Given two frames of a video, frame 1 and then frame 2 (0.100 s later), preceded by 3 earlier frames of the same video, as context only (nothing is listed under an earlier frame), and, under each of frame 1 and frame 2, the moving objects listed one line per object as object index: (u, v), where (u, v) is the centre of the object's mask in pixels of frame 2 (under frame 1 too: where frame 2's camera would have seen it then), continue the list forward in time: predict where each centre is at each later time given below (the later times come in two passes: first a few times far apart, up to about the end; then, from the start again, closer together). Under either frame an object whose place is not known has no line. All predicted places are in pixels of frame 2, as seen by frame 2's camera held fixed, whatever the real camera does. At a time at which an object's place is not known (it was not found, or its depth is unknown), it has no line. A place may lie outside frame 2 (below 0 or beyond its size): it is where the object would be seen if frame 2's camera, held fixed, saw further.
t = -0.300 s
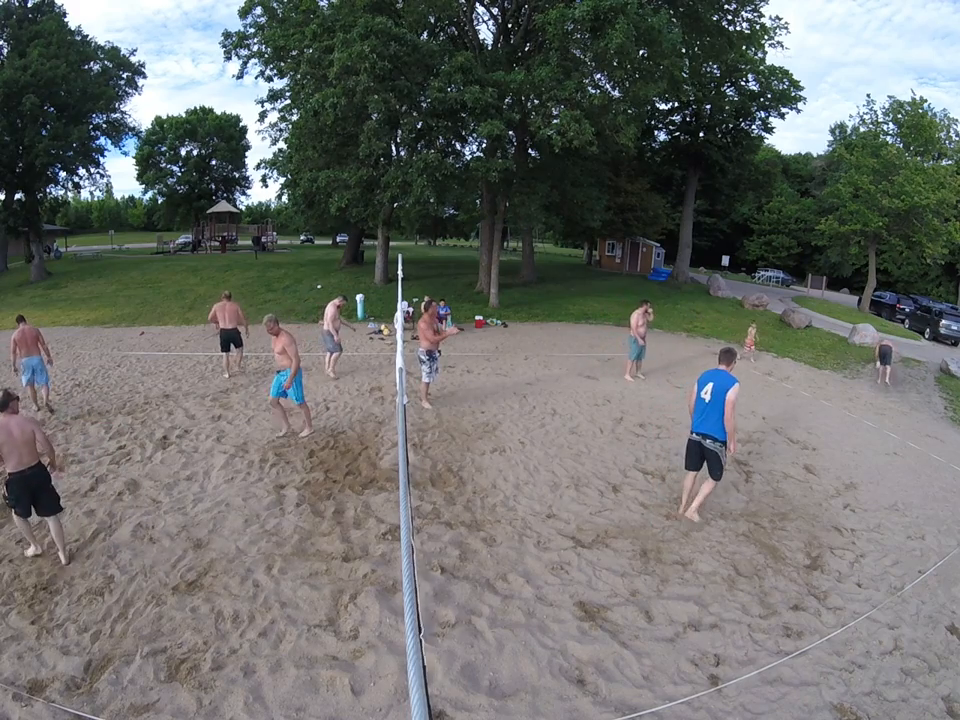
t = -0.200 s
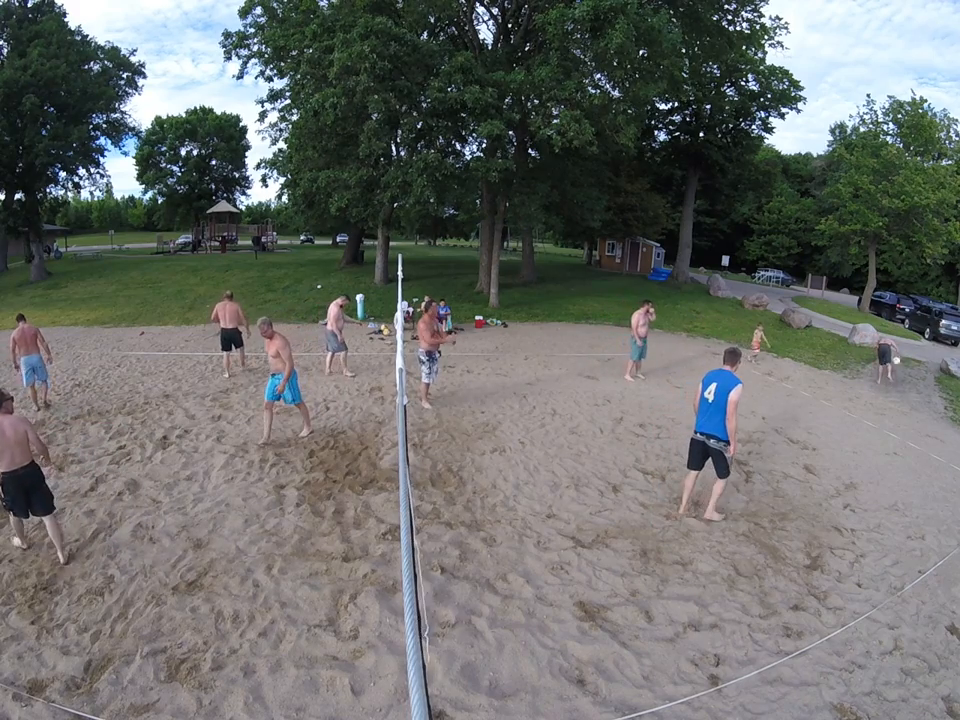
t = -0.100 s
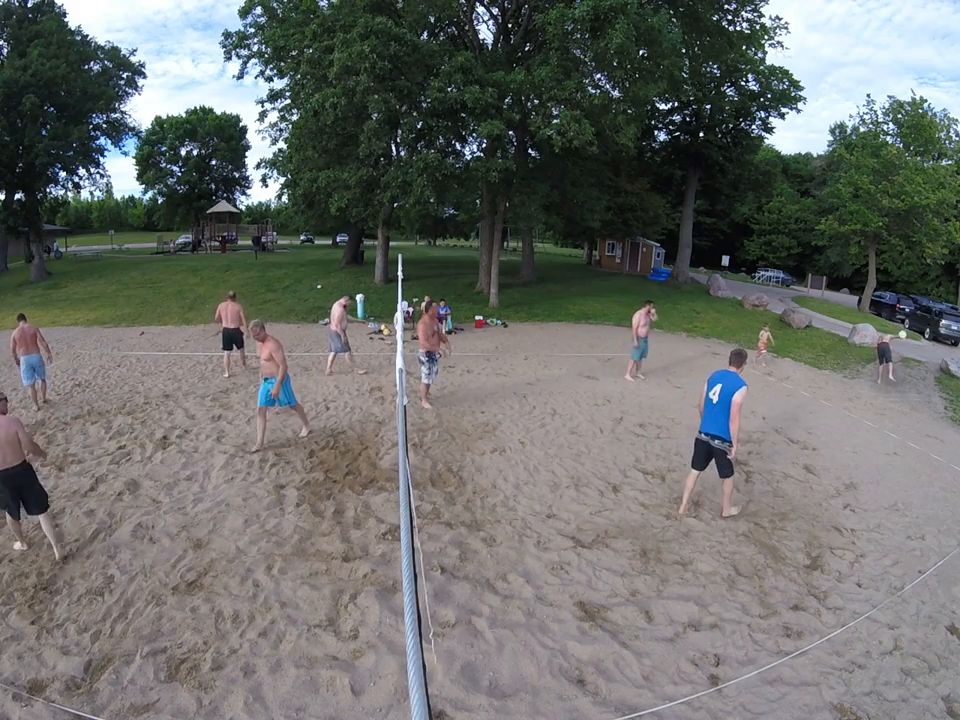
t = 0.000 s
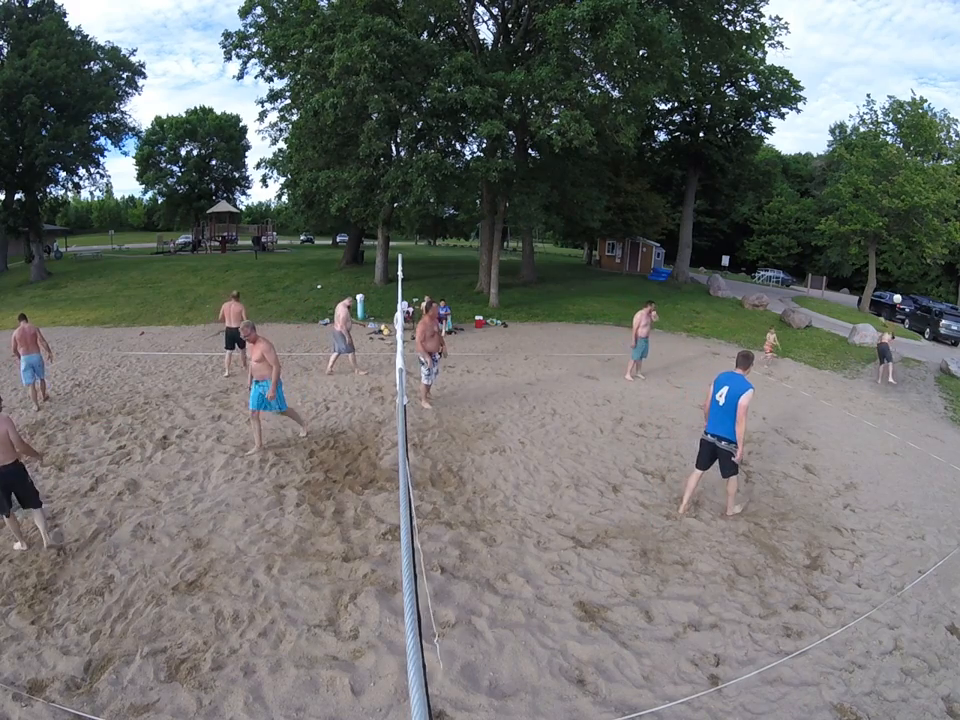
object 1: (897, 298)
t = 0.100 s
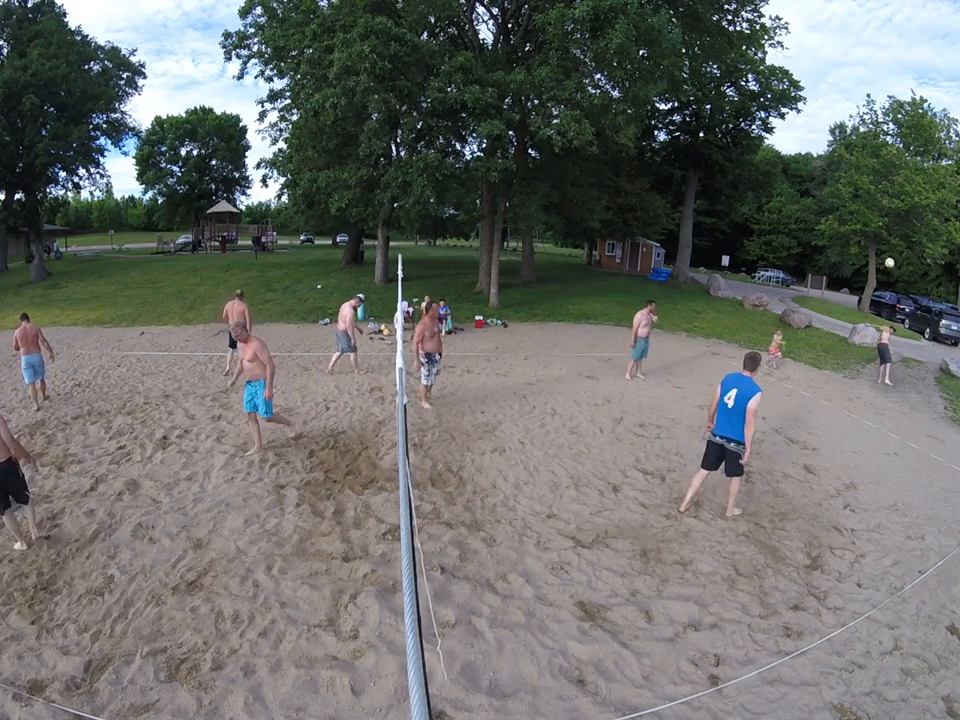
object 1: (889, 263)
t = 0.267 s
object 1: (869, 204)
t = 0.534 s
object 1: (821, 122)
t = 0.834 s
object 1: (738, 52)
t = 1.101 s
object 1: (628, 26)
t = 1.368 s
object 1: (463, 69)
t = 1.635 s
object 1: (233, 259)
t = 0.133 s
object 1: (886, 250)
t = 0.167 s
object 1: (882, 239)
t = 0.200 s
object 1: (878, 227)
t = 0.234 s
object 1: (874, 216)
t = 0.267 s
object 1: (869, 204)
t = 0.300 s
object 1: (865, 193)
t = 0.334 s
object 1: (859, 183)
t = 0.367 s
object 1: (853, 172)
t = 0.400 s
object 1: (848, 162)
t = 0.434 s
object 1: (841, 151)
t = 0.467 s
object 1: (834, 141)
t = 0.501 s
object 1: (828, 131)
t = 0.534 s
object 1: (821, 122)
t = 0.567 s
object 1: (813, 114)
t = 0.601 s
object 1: (804, 104)
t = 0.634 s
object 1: (796, 95)
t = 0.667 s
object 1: (788, 87)
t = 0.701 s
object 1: (779, 79)
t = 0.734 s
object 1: (769, 71)
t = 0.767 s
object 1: (759, 65)
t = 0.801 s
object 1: (748, 57)
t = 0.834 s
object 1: (738, 52)
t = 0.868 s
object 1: (727, 47)
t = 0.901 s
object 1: (714, 41)
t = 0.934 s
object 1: (701, 37)
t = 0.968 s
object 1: (688, 34)
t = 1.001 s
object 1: (675, 31)
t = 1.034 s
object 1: (660, 29)
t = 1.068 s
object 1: (645, 27)
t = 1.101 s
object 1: (628, 26)
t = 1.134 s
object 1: (611, 26)
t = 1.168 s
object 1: (593, 28)
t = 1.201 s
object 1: (575, 31)
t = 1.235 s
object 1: (554, 35)
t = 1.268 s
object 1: (533, 41)
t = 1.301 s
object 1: (511, 49)
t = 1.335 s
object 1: (487, 58)
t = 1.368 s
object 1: (463, 69)
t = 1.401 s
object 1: (436, 83)
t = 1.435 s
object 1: (409, 100)
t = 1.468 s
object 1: (380, 119)
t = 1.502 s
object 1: (351, 141)
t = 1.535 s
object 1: (321, 166)
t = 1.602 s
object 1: (262, 226)
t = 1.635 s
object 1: (233, 259)
